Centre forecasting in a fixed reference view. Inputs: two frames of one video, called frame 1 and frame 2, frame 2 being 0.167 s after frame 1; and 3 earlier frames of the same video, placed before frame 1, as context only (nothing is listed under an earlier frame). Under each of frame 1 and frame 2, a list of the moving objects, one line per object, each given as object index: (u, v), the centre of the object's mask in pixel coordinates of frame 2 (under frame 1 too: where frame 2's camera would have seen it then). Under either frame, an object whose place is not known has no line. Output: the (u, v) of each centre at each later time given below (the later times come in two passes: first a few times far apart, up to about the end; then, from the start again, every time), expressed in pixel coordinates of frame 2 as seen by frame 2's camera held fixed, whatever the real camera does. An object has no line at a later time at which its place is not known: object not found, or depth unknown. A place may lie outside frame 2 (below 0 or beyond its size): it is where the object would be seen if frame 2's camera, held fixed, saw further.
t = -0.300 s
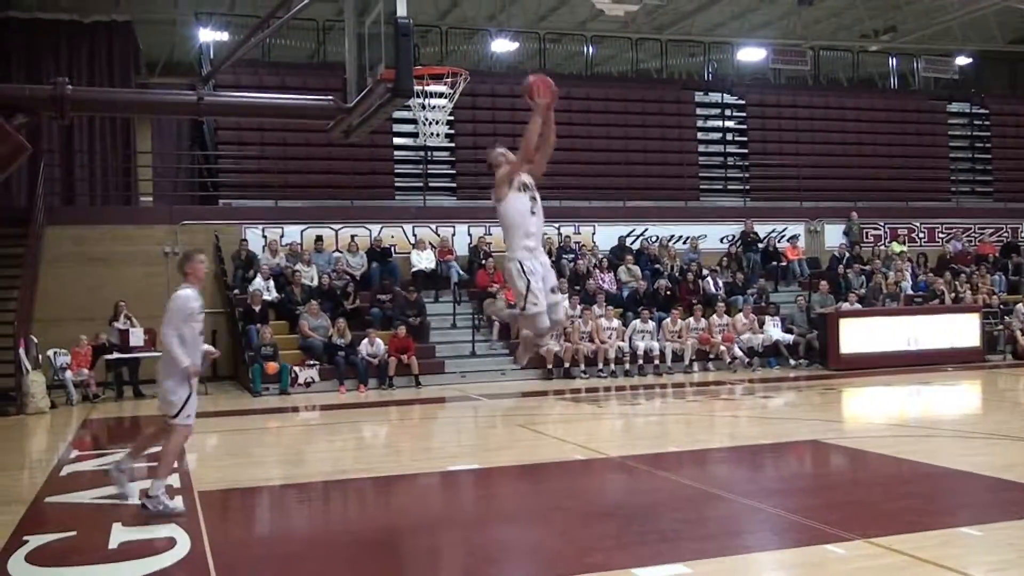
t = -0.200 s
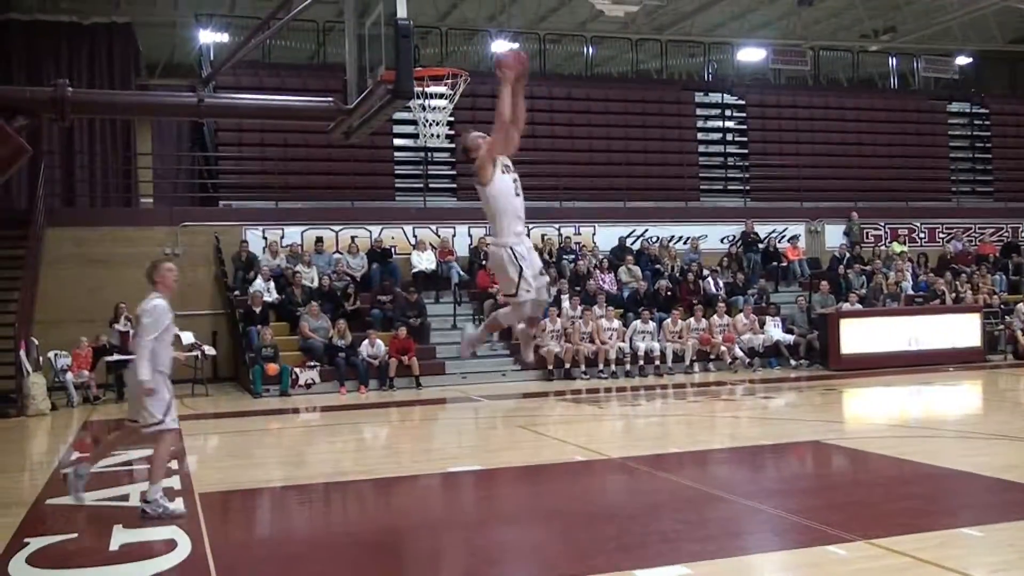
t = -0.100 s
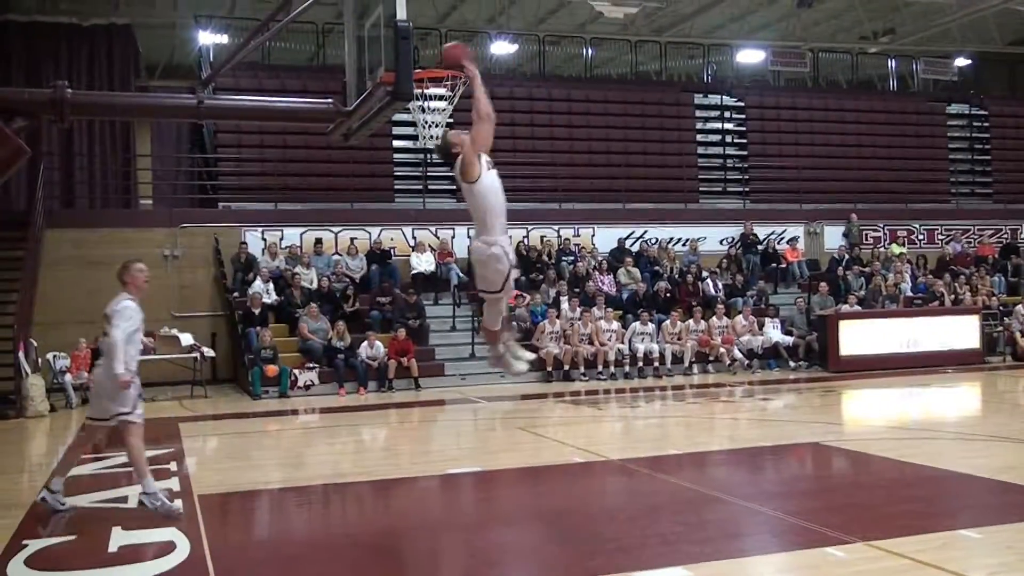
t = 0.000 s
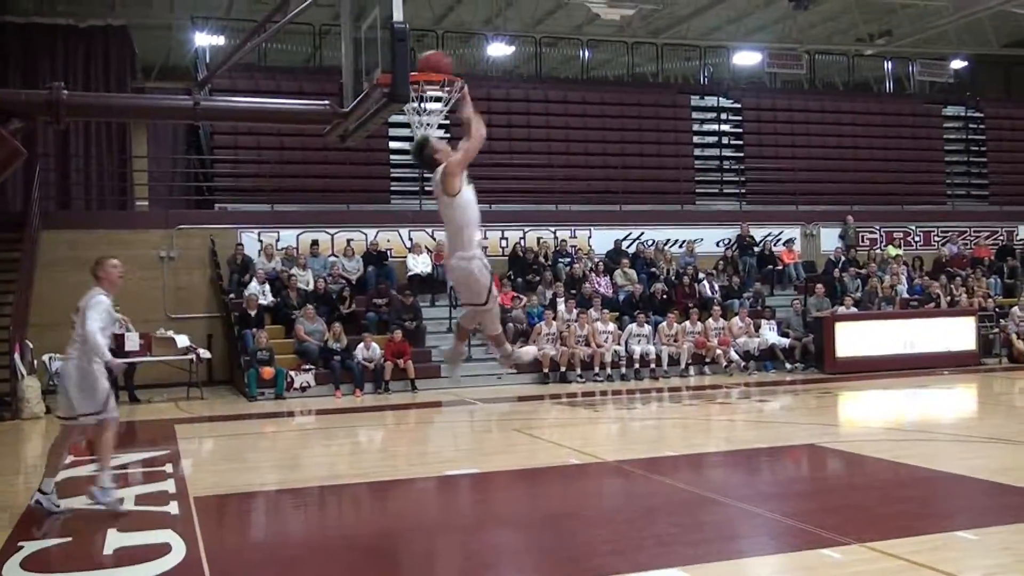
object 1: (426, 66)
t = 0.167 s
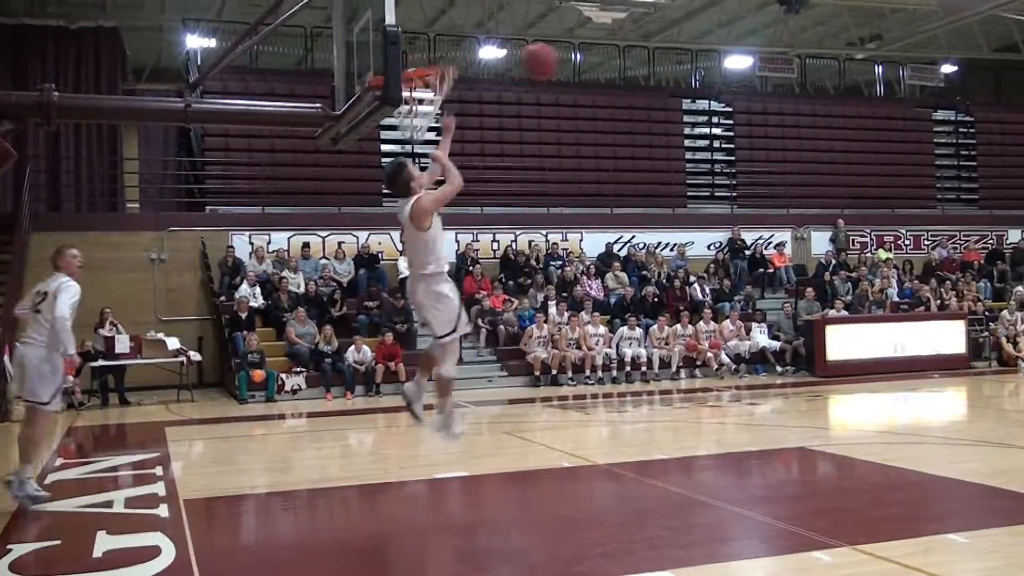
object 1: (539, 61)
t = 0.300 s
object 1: (637, 82)
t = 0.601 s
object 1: (869, 242)
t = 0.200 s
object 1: (563, 64)
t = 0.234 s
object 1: (588, 69)
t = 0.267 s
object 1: (612, 75)
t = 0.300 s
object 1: (637, 82)
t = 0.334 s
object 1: (661, 94)
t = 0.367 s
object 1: (684, 104)
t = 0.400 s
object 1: (711, 120)
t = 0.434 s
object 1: (738, 135)
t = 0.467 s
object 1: (762, 151)
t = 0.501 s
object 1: (789, 170)
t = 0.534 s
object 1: (816, 193)
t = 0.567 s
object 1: (841, 214)
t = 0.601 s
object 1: (869, 242)
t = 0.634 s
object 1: (897, 272)
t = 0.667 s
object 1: (926, 298)
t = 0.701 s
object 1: (956, 330)
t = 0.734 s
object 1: (984, 366)
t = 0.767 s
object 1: (1013, 403)
